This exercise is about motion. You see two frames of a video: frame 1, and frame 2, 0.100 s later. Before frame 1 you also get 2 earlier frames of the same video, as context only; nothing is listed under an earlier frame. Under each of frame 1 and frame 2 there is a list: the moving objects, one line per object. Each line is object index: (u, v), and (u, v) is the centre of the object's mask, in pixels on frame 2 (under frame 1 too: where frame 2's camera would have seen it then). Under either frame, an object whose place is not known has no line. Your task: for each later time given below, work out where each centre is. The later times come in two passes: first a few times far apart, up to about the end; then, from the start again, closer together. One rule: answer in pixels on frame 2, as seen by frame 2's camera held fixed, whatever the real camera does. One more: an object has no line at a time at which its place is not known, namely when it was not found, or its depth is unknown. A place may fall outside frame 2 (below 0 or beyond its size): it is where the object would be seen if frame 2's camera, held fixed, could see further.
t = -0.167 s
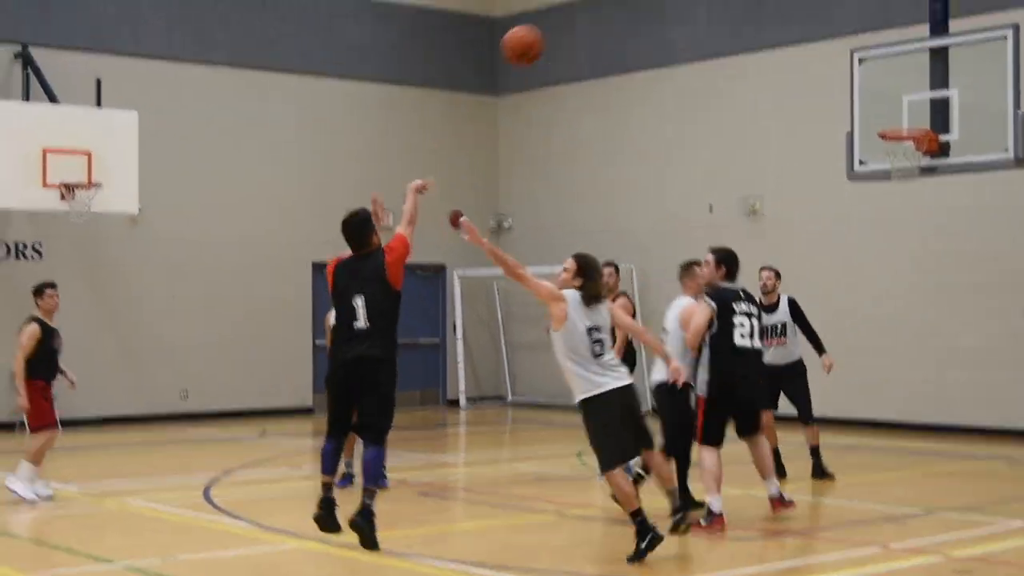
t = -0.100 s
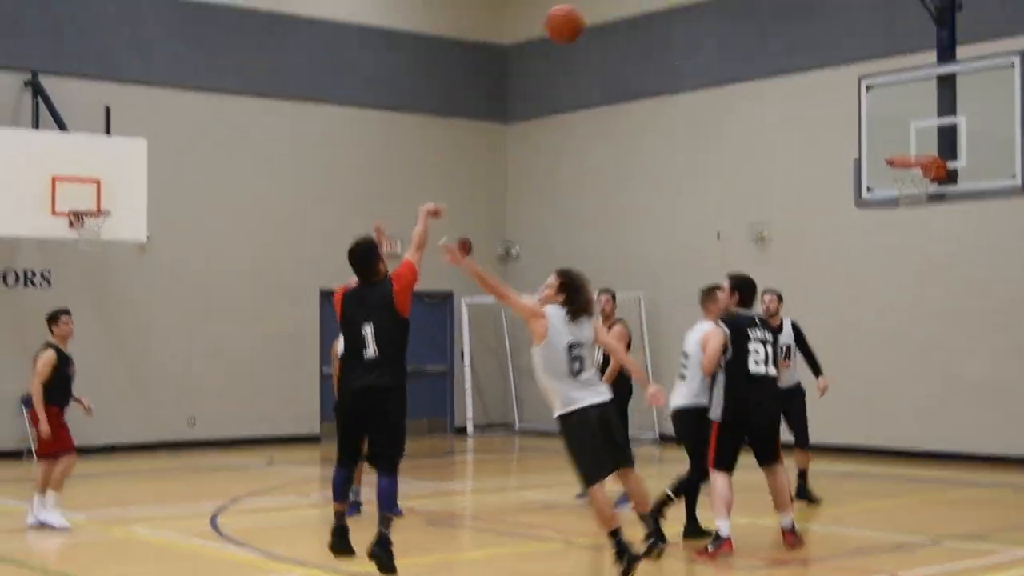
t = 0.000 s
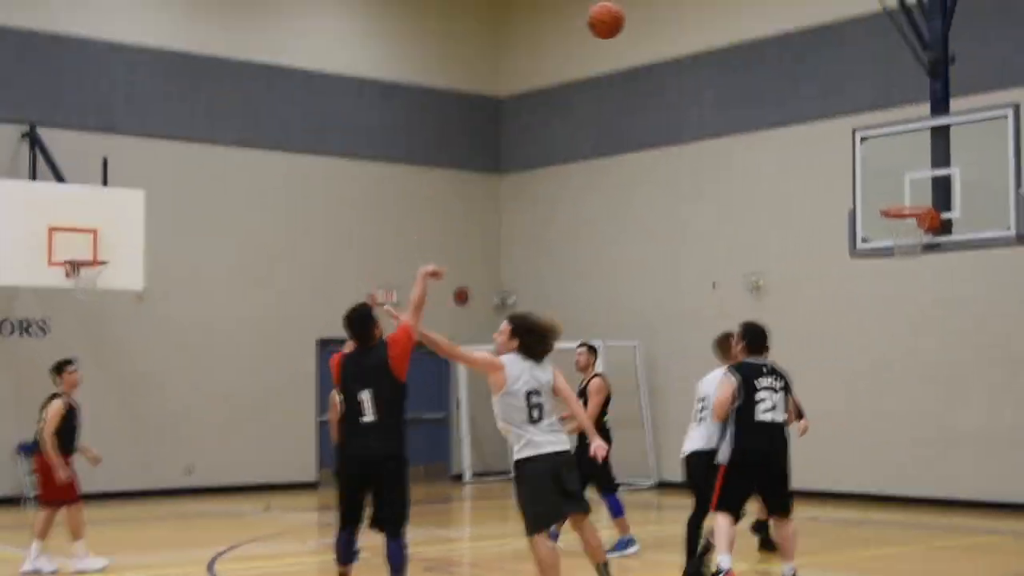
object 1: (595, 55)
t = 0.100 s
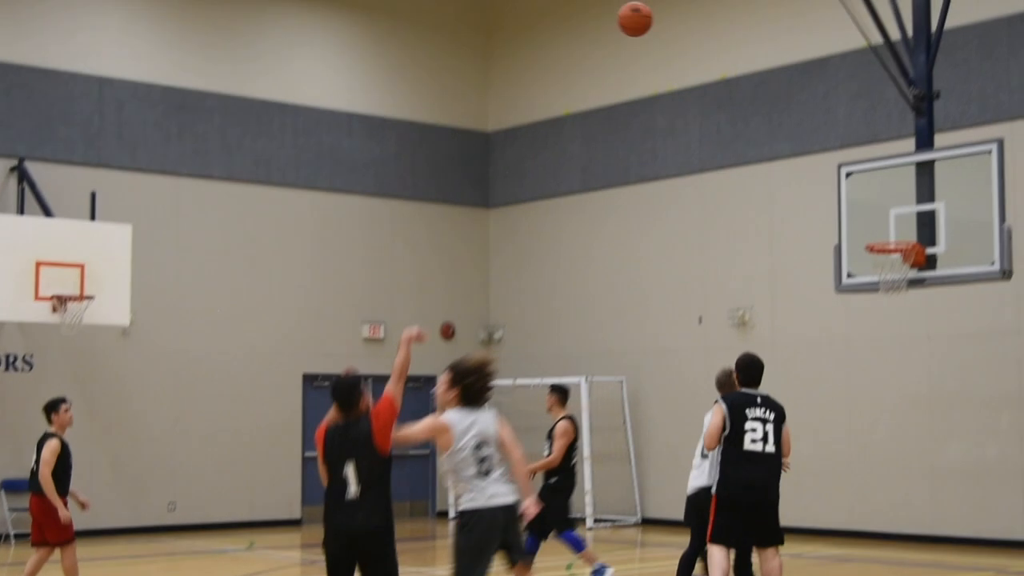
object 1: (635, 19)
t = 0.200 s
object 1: (670, -3)
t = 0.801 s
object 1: (848, 125)
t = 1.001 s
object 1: (897, 235)
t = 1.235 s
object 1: (890, 292)
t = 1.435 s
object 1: (873, 358)
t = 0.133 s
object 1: (647, 10)
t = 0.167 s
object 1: (659, 3)
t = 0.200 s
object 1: (670, -3)
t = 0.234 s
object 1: (681, -6)
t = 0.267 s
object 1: (693, -9)
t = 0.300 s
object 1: (704, -9)
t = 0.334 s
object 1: (715, -9)
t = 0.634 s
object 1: (805, 54)
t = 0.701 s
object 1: (823, 79)
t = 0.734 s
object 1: (832, 93)
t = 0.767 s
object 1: (841, 109)
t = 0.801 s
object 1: (848, 125)
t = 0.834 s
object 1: (857, 142)
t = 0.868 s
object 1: (865, 161)
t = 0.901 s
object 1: (873, 181)
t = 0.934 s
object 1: (881, 200)
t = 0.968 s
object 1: (889, 221)
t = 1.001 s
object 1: (897, 235)
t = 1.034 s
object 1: (904, 263)
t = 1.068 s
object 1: (905, 271)
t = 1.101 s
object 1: (902, 273)
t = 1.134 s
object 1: (900, 276)
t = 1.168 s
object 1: (896, 280)
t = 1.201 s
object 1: (893, 286)
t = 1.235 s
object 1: (890, 292)
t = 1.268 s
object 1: (886, 300)
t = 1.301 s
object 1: (884, 309)
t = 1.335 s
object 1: (881, 320)
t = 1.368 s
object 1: (879, 331)
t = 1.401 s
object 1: (876, 344)
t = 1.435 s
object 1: (873, 358)
